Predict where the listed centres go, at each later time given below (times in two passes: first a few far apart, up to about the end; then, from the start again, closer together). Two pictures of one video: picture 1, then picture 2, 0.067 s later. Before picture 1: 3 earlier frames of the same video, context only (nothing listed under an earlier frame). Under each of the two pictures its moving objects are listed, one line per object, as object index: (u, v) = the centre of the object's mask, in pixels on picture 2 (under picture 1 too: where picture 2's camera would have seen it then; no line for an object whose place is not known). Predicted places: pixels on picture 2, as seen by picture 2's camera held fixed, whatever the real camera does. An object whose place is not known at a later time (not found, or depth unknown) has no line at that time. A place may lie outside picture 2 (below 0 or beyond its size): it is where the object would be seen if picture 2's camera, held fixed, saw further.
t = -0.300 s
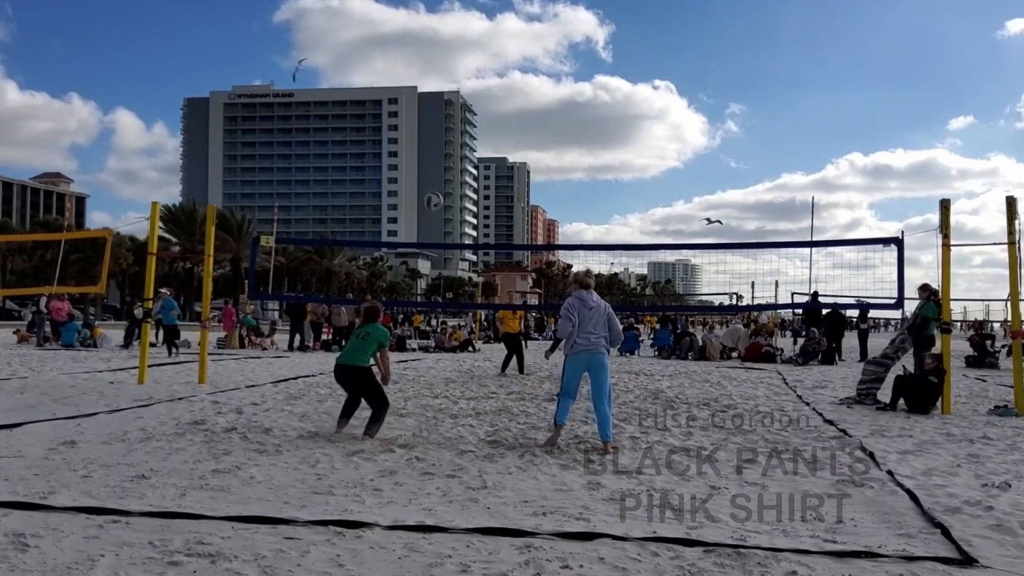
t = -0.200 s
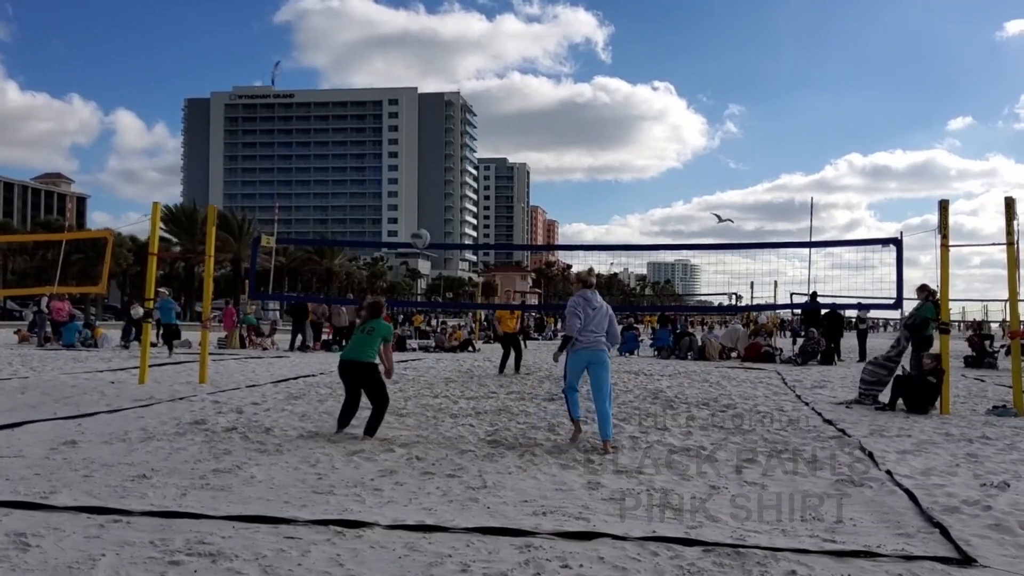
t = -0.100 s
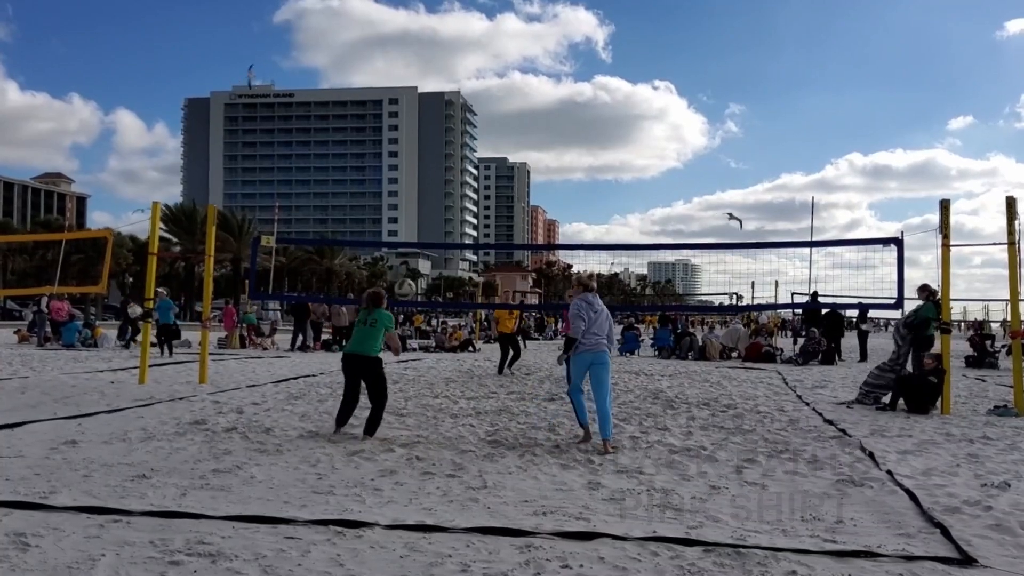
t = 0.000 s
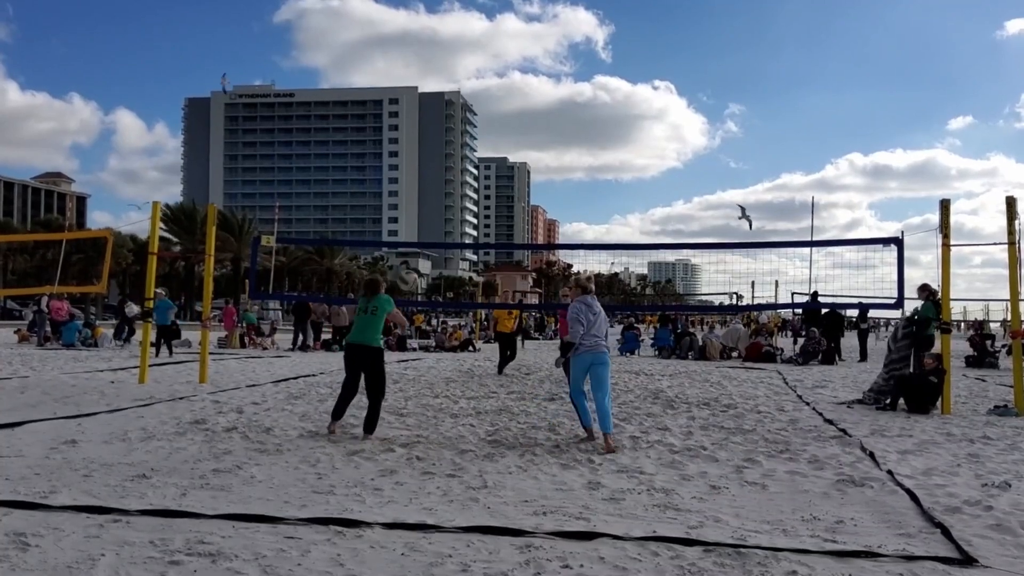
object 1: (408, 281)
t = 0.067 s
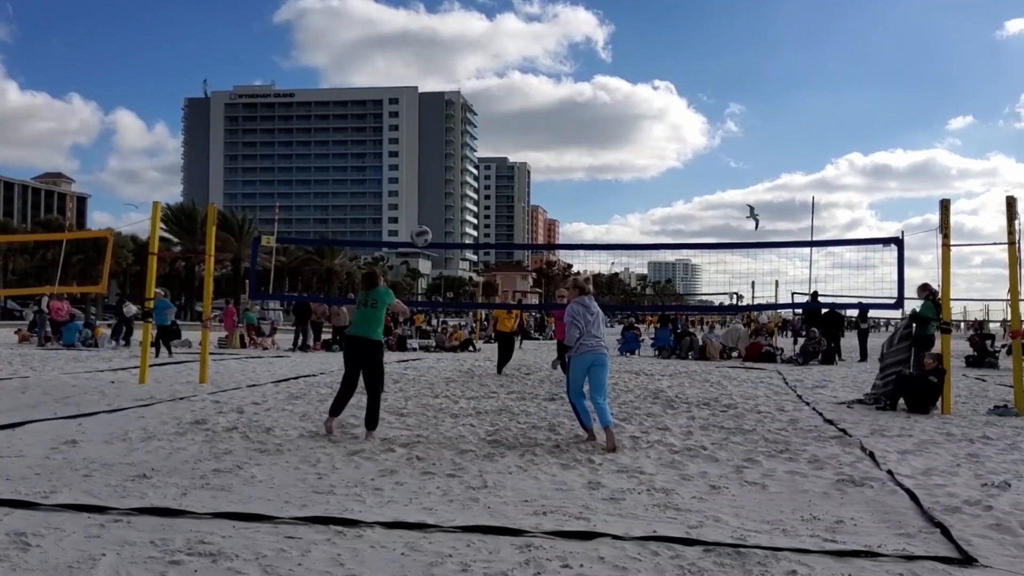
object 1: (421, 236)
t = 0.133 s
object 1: (433, 196)
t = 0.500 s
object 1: (493, 53)
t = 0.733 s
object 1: (528, 30)
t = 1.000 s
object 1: (562, 62)
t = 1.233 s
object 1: (587, 138)
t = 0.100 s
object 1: (427, 215)
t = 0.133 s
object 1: (433, 196)
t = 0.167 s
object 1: (440, 177)
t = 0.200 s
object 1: (446, 160)
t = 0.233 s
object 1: (451, 144)
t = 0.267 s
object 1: (458, 128)
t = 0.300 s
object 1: (465, 114)
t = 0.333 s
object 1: (468, 102)
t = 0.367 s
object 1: (473, 90)
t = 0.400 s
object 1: (478, 80)
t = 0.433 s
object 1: (483, 70)
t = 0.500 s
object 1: (493, 53)
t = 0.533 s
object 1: (499, 47)
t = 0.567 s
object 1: (504, 41)
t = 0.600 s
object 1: (509, 37)
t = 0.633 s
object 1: (514, 34)
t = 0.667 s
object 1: (518, 31)
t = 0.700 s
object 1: (523, 30)
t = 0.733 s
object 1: (528, 30)
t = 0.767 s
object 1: (532, 30)
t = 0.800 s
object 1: (537, 32)
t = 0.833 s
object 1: (541, 34)
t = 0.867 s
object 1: (546, 38)
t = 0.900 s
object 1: (550, 43)
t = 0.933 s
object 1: (554, 48)
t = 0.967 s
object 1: (558, 55)
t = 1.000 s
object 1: (562, 62)
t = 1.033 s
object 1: (566, 70)
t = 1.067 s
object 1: (570, 79)
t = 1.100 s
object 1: (573, 89)
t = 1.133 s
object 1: (577, 100)
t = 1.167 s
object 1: (580, 112)
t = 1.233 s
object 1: (587, 138)
